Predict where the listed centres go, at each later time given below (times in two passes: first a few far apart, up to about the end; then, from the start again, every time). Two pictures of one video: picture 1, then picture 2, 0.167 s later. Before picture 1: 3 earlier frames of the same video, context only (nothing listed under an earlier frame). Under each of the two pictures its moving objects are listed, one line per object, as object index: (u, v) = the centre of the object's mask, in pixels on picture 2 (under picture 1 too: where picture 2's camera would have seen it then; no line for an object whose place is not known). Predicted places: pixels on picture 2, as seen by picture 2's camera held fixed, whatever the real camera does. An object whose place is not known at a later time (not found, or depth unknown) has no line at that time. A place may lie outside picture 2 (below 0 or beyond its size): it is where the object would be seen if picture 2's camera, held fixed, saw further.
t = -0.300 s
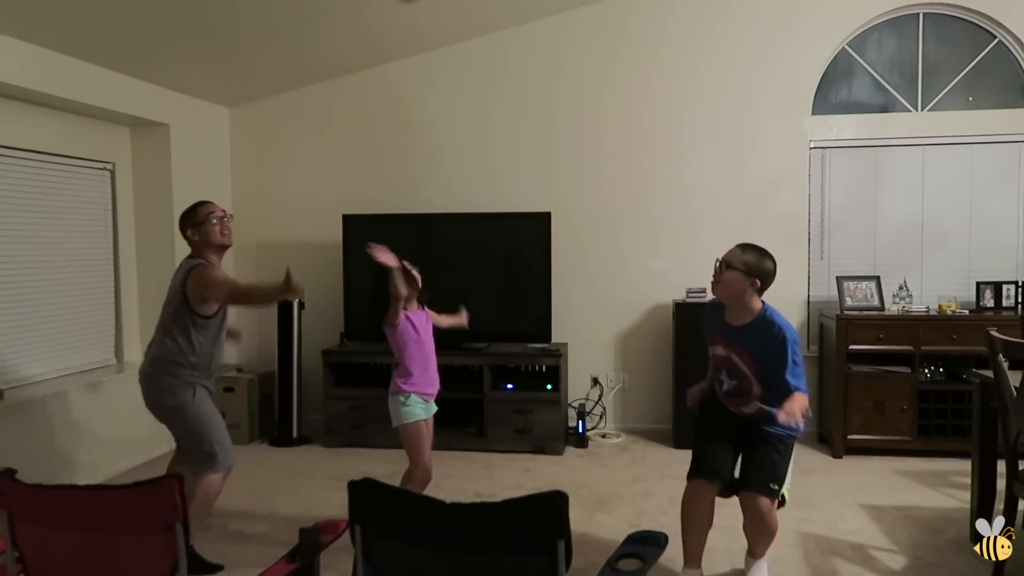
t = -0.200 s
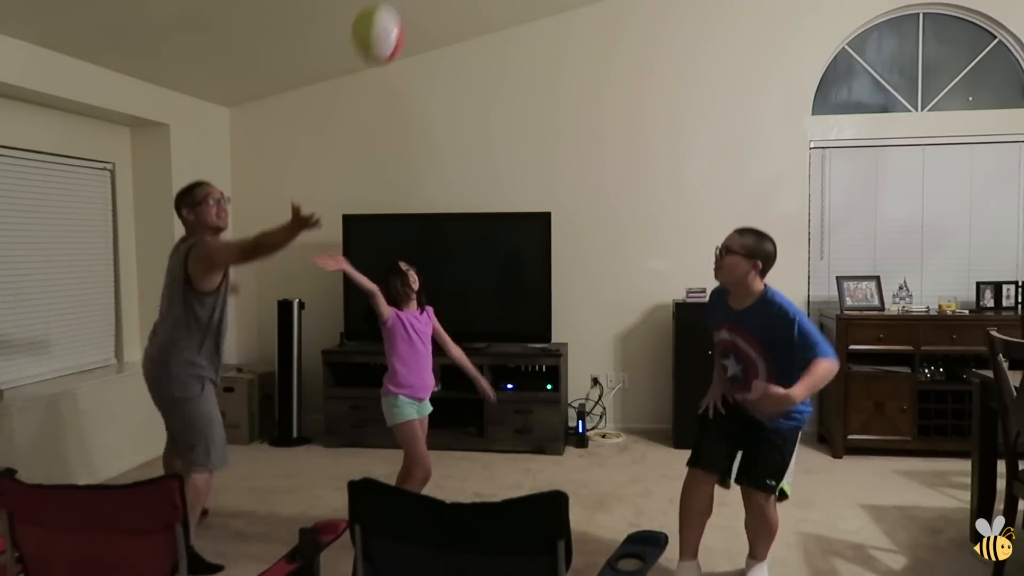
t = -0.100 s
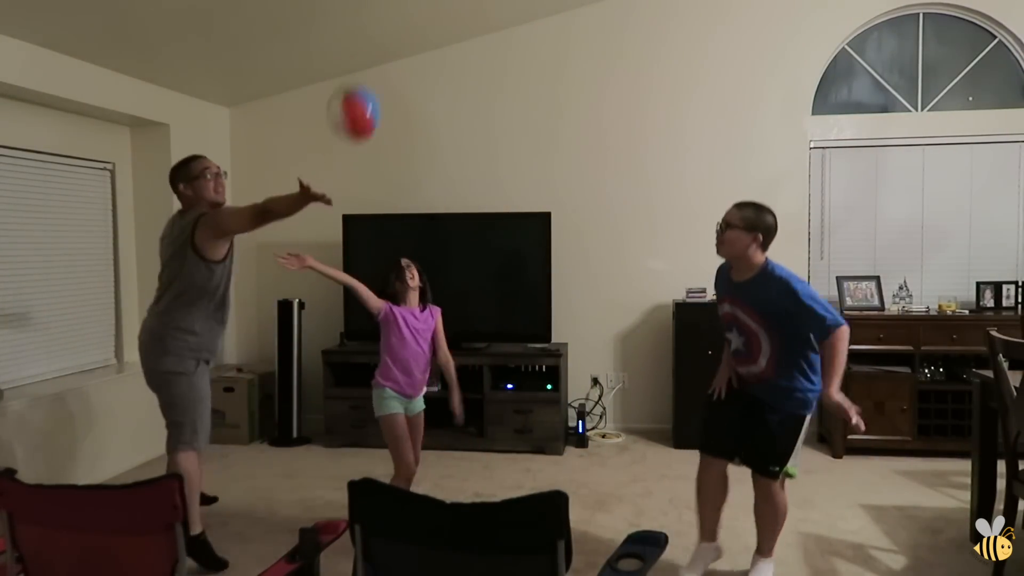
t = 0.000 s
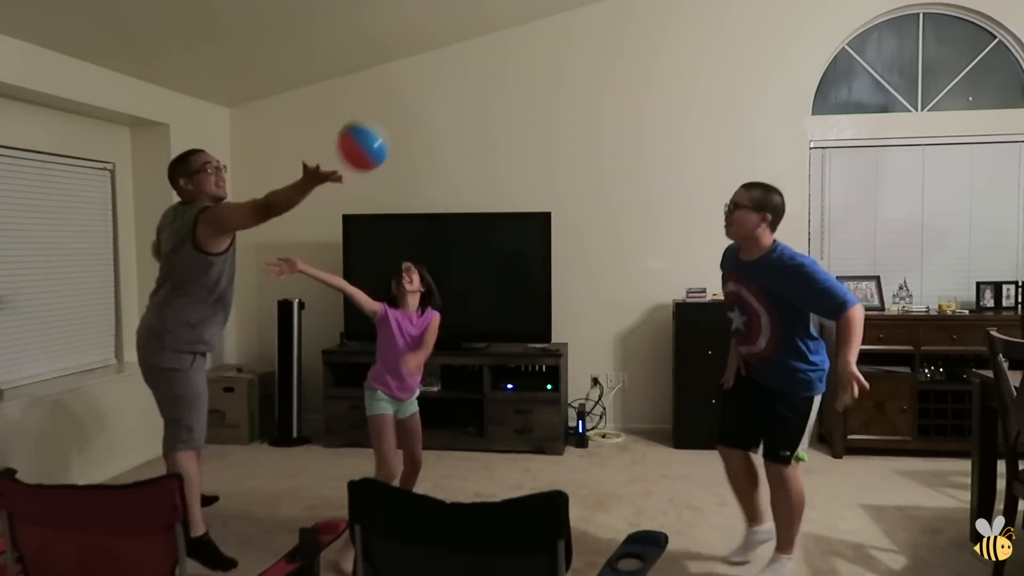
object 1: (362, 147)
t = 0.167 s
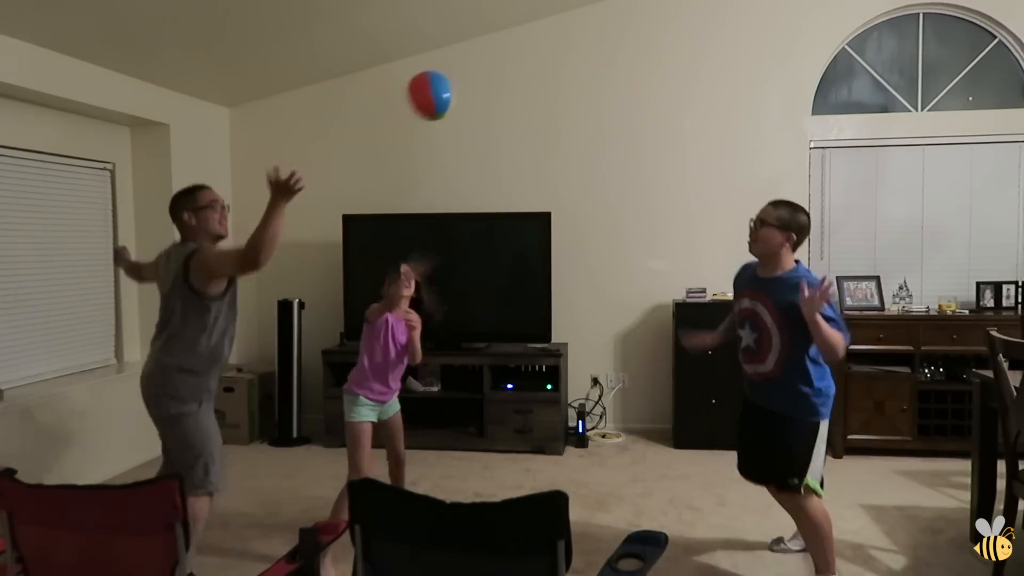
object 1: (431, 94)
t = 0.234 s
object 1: (456, 91)
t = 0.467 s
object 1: (529, 147)
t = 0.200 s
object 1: (443, 92)
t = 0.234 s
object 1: (456, 91)
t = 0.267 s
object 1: (467, 93)
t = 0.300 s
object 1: (479, 97)
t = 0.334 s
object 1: (490, 103)
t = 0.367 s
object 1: (501, 111)
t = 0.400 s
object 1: (511, 121)
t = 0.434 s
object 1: (520, 133)
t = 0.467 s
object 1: (529, 147)
